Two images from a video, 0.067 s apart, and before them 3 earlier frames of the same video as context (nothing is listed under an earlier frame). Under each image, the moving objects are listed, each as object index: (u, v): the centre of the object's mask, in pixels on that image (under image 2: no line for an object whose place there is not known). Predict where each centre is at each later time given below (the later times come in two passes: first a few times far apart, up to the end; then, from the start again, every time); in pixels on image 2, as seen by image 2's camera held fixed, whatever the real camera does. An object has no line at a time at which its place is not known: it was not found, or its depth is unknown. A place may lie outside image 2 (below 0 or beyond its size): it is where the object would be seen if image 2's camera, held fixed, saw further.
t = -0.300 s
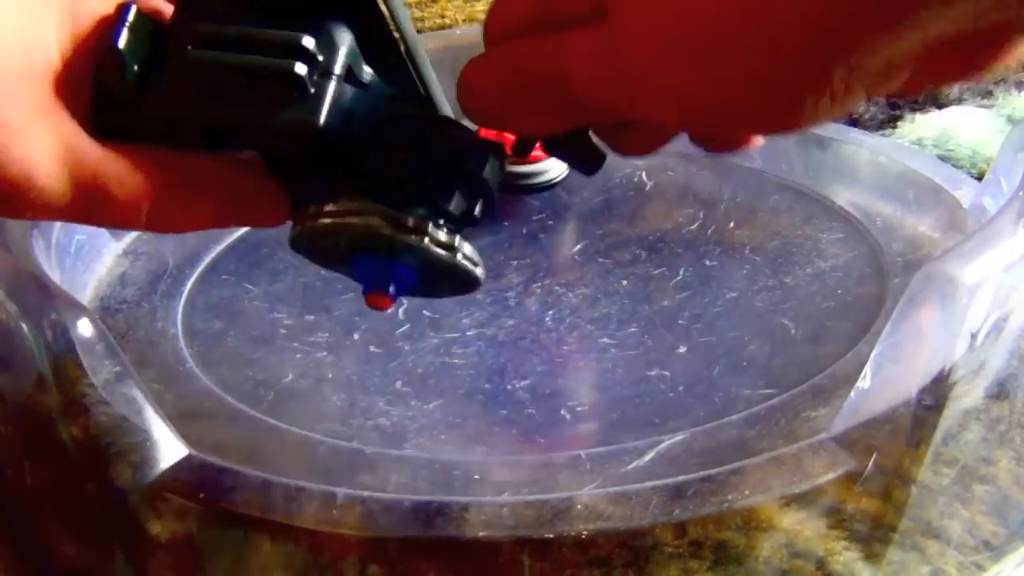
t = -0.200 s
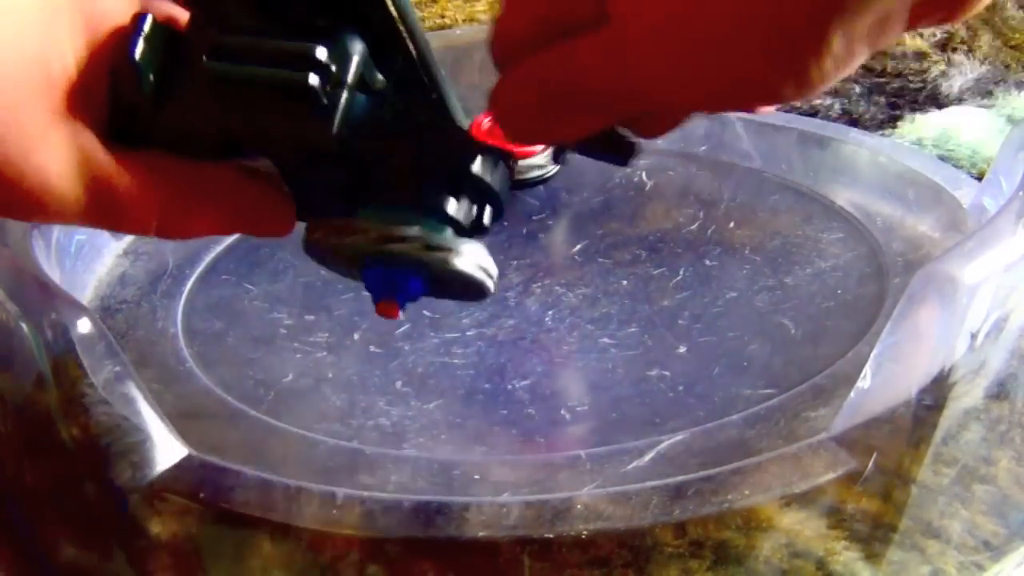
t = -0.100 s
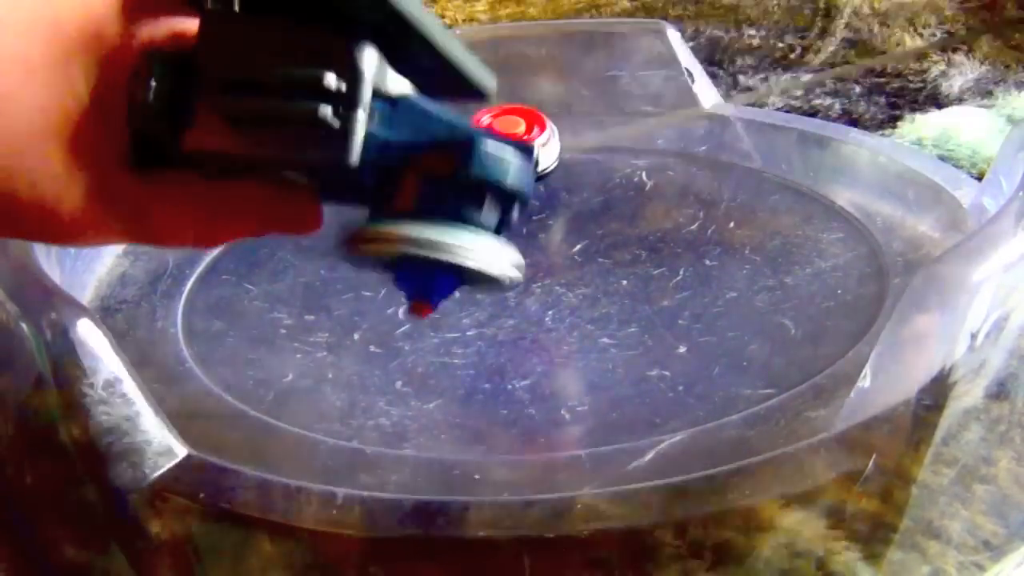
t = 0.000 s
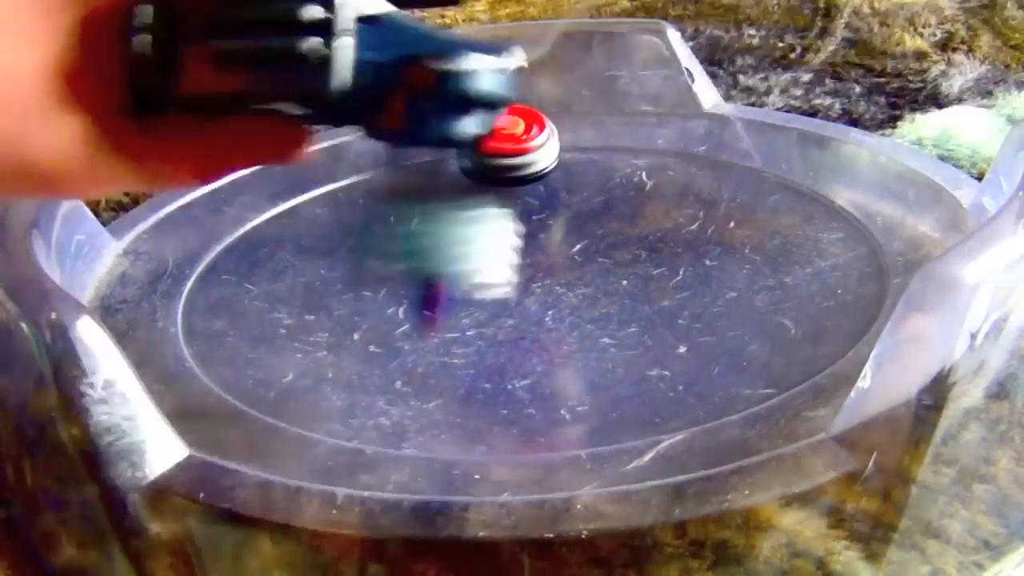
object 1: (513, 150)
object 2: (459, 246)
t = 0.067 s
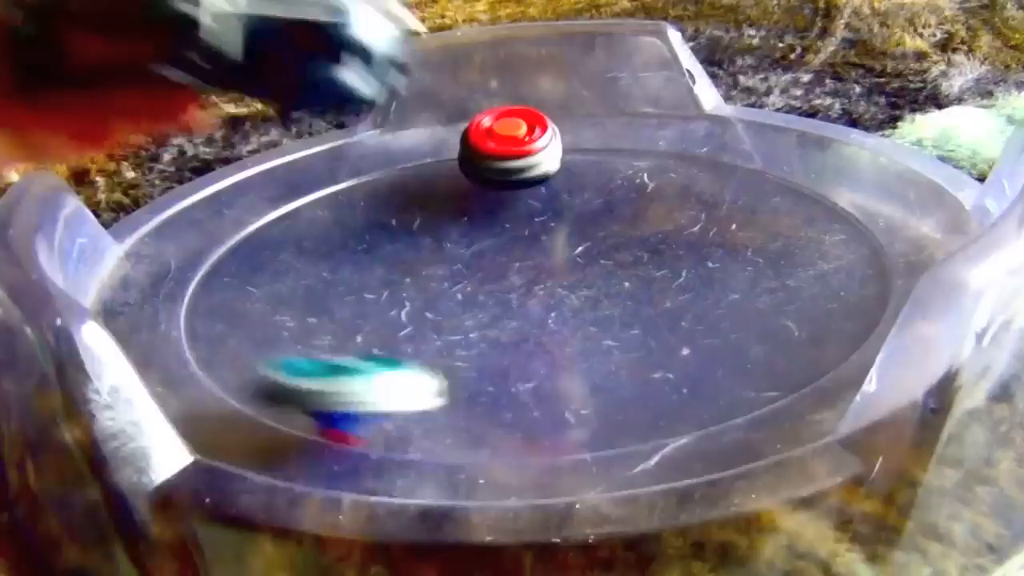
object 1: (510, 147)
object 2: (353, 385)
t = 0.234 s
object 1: (518, 183)
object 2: (165, 312)
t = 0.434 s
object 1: (566, 198)
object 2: (174, 231)
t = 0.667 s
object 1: (601, 202)
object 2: (147, 202)
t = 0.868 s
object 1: (614, 202)
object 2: (149, 203)
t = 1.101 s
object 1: (630, 208)
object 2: (151, 203)
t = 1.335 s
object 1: (671, 225)
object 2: (168, 191)
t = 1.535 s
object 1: (710, 223)
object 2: (190, 178)
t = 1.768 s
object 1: (696, 216)
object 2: (218, 164)
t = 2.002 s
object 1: (648, 250)
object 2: (256, 148)
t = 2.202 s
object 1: (645, 278)
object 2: (298, 133)
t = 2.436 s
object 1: (653, 290)
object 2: (349, 118)
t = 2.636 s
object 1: (652, 295)
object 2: (352, 116)
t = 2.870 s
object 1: (622, 299)
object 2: (356, 128)
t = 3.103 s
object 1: (560, 311)
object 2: (434, 235)
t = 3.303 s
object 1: (523, 325)
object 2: (659, 177)
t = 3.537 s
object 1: (513, 329)
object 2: (560, 109)
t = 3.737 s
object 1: (506, 324)
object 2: (466, 182)
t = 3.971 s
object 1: (457, 330)
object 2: (687, 234)
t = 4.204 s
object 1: (462, 311)
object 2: (667, 110)
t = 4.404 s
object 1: (428, 290)
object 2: (508, 179)
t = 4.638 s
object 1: (227, 335)
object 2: (665, 208)
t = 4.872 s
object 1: (522, 345)
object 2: (602, 174)
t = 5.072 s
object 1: (613, 351)
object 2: (530, 173)
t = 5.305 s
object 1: (718, 324)
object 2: (414, 235)
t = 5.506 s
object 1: (647, 177)
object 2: (710, 313)
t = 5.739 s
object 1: (333, 126)
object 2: (838, 141)
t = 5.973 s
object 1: (202, 181)
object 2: (622, 139)
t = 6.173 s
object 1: (252, 255)
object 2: (414, 270)
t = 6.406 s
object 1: (460, 304)
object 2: (780, 329)
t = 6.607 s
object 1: (604, 235)
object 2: (829, 193)
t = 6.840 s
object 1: (438, 159)
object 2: (593, 171)
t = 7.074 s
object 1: (345, 198)
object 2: (409, 325)
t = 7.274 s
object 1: (393, 266)
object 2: (764, 334)
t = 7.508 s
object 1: (574, 269)
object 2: (785, 198)
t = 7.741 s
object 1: (592, 244)
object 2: (454, 160)
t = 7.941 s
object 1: (592, 215)
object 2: (225, 272)
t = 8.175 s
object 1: (543, 203)
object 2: (499, 394)
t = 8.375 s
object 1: (498, 239)
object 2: (792, 263)
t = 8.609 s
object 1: (574, 277)
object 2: (539, 156)
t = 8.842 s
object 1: (667, 241)
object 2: (245, 223)
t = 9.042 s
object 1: (635, 207)
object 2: (313, 352)
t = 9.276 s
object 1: (516, 226)
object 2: (717, 281)
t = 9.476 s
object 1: (480, 288)
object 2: (590, 160)
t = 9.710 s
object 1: (608, 310)
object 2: (320, 178)
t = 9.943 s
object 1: (670, 258)
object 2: (334, 323)
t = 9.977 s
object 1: (664, 250)
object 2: (389, 338)
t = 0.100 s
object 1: (511, 158)
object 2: (284, 366)
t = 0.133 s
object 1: (510, 164)
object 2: (223, 366)
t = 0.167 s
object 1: (509, 171)
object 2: (200, 348)
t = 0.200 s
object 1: (512, 178)
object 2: (179, 330)
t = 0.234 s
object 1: (518, 183)
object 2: (165, 312)
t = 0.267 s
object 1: (525, 188)
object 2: (155, 294)
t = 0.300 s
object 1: (534, 192)
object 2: (157, 277)
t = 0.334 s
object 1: (543, 194)
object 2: (159, 261)
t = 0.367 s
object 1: (551, 196)
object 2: (165, 249)
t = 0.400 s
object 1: (559, 197)
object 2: (171, 239)
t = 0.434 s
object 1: (566, 198)
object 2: (174, 231)
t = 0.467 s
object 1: (573, 199)
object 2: (173, 225)
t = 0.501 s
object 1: (579, 200)
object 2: (170, 219)
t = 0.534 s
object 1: (584, 200)
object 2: (165, 213)
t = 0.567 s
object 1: (589, 201)
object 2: (157, 207)
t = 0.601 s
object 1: (593, 201)
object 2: (146, 200)
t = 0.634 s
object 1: (597, 201)
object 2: (147, 200)
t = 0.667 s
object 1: (601, 202)
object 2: (147, 202)
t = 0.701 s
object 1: (604, 202)
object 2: (148, 202)
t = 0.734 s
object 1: (606, 202)
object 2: (148, 203)
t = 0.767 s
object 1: (608, 201)
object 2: (148, 203)
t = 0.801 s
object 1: (610, 202)
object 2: (148, 203)
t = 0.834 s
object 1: (612, 202)
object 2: (148, 203)
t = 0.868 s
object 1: (614, 202)
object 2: (149, 203)
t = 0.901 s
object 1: (616, 203)
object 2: (149, 203)
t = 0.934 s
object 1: (618, 204)
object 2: (149, 203)
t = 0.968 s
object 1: (620, 204)
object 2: (150, 203)
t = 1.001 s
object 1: (622, 204)
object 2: (150, 203)
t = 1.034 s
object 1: (624, 205)
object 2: (150, 203)
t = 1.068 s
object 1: (626, 206)
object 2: (151, 203)
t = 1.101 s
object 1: (630, 208)
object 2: (151, 203)
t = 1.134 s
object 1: (635, 210)
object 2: (152, 202)
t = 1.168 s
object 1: (640, 213)
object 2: (154, 201)
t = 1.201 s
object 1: (646, 216)
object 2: (156, 200)
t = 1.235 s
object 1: (651, 219)
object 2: (157, 198)
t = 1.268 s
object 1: (658, 222)
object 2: (161, 196)
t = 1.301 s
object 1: (664, 224)
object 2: (165, 194)
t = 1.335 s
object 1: (671, 225)
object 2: (168, 191)
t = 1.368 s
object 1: (678, 226)
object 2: (171, 189)
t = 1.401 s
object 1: (685, 226)
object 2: (175, 186)
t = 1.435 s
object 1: (692, 226)
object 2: (180, 183)
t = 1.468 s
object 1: (698, 225)
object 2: (183, 182)
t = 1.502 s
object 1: (704, 224)
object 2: (187, 180)
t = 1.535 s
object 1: (710, 223)
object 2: (190, 178)
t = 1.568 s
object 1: (713, 221)
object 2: (193, 176)
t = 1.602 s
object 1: (716, 219)
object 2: (197, 174)
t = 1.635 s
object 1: (717, 217)
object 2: (201, 172)
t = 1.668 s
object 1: (716, 215)
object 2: (205, 170)
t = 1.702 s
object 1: (712, 213)
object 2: (209, 168)
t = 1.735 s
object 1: (705, 214)
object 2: (214, 166)
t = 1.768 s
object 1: (696, 216)
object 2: (218, 164)
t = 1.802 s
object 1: (686, 220)
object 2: (223, 162)
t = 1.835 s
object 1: (676, 225)
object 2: (228, 159)
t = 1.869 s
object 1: (668, 230)
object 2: (233, 157)
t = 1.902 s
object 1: (662, 235)
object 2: (237, 155)
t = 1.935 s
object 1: (656, 240)
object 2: (243, 152)
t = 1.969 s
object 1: (652, 245)
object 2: (248, 150)
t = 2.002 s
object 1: (648, 250)
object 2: (256, 148)
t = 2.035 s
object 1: (645, 255)
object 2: (263, 145)
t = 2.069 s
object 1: (643, 261)
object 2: (272, 141)
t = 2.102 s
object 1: (642, 266)
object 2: (280, 138)
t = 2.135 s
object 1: (641, 270)
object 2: (286, 136)
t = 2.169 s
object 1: (642, 275)
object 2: (292, 134)
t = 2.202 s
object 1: (645, 278)
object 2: (298, 133)
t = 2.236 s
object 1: (647, 281)
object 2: (304, 131)
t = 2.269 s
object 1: (649, 284)
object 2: (309, 129)
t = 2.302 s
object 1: (650, 286)
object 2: (317, 127)
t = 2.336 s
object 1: (651, 288)
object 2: (324, 125)
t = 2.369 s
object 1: (652, 289)
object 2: (331, 123)
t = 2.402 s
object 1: (653, 290)
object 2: (340, 120)
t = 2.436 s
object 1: (653, 290)
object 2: (349, 118)
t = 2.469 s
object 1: (654, 291)
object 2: (353, 118)
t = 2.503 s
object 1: (655, 292)
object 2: (354, 119)
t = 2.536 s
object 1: (655, 293)
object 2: (357, 117)
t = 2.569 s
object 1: (655, 294)
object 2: (354, 118)
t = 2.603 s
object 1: (654, 294)
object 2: (353, 116)
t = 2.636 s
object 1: (652, 295)
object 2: (352, 116)
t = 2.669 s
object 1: (650, 295)
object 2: (352, 116)
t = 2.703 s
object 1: (647, 296)
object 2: (353, 116)
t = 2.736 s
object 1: (643, 296)
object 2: (355, 115)
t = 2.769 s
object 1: (639, 297)
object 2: (357, 116)
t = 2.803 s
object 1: (634, 298)
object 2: (357, 119)
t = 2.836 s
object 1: (628, 298)
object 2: (357, 122)
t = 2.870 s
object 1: (622, 299)
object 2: (356, 128)
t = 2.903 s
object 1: (615, 300)
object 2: (358, 135)
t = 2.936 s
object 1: (606, 301)
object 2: (359, 147)
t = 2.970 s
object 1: (597, 303)
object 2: (363, 165)
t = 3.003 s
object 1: (587, 304)
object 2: (371, 181)
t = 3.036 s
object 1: (578, 306)
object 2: (385, 198)
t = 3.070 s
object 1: (569, 309)
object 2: (404, 219)
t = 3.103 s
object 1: (560, 311)
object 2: (434, 235)
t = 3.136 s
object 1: (552, 314)
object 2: (475, 245)
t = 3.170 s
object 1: (544, 317)
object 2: (520, 243)
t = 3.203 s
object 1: (538, 319)
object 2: (570, 238)
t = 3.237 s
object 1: (531, 321)
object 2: (611, 224)
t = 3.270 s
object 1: (526, 323)
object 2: (642, 202)
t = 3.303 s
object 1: (523, 325)
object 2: (659, 177)
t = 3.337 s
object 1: (520, 326)
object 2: (666, 147)
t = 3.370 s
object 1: (517, 328)
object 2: (659, 121)
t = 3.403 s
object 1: (516, 329)
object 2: (635, 102)
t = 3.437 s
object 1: (516, 329)
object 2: (605, 108)
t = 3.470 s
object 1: (515, 329)
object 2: (585, 108)
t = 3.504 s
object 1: (514, 329)
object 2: (571, 108)
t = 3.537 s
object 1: (513, 329)
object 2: (560, 109)
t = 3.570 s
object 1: (512, 328)
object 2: (548, 112)
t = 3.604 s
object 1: (512, 328)
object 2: (533, 117)
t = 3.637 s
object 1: (511, 327)
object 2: (515, 126)
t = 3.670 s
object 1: (510, 326)
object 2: (496, 141)
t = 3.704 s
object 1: (508, 325)
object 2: (481, 159)
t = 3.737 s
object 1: (506, 324)
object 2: (466, 182)
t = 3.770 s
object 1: (502, 322)
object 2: (459, 207)
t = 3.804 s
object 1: (498, 320)
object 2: (464, 236)
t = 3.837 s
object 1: (492, 318)
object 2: (489, 248)
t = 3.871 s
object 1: (482, 319)
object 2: (542, 261)
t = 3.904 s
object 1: (468, 327)
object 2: (585, 266)
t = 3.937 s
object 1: (460, 330)
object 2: (639, 254)
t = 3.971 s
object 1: (457, 330)
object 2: (687, 234)
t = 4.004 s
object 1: (457, 330)
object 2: (723, 209)
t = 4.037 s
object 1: (459, 328)
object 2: (742, 183)
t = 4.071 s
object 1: (461, 326)
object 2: (750, 156)
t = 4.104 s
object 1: (461, 322)
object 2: (741, 135)
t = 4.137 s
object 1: (463, 319)
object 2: (714, 123)
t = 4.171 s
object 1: (463, 315)
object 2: (691, 115)
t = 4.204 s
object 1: (462, 311)
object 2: (667, 110)
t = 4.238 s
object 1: (459, 307)
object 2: (645, 111)
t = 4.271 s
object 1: (454, 303)
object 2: (620, 116)
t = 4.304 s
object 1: (448, 300)
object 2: (592, 126)
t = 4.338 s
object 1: (441, 297)
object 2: (564, 139)
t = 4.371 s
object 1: (435, 293)
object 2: (537, 156)
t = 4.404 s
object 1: (428, 290)
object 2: (508, 179)
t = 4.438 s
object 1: (421, 287)
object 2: (485, 205)
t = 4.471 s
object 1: (412, 283)
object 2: (482, 228)
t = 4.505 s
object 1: (352, 298)
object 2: (521, 227)
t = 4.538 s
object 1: (266, 318)
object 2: (572, 223)
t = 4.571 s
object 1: (198, 327)
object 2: (615, 218)
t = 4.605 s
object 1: (197, 321)
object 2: (644, 214)
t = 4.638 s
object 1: (227, 335)
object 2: (665, 208)
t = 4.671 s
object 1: (266, 364)
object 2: (678, 197)
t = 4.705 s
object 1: (318, 370)
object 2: (685, 189)
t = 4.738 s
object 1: (368, 371)
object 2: (681, 180)
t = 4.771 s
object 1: (411, 368)
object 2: (672, 170)
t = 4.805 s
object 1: (452, 363)
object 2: (653, 165)
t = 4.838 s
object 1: (490, 356)
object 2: (629, 166)
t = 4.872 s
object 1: (522, 345)
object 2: (602, 174)
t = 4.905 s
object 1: (548, 331)
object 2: (576, 186)
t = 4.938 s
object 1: (565, 316)
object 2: (557, 203)
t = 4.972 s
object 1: (574, 298)
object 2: (547, 220)
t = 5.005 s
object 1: (581, 294)
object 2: (543, 227)
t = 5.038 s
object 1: (597, 324)
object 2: (537, 197)
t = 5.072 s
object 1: (613, 351)
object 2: (530, 173)
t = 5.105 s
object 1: (629, 369)
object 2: (520, 155)
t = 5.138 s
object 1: (645, 381)
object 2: (508, 148)
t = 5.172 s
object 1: (662, 382)
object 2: (493, 149)
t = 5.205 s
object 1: (676, 378)
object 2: (471, 161)
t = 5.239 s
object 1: (690, 364)
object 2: (449, 178)
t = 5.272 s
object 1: (704, 346)
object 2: (426, 204)
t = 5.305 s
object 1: (718, 324)
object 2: (414, 235)
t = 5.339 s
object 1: (726, 300)
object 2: (419, 267)
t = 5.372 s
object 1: (730, 275)
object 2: (449, 292)
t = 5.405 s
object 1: (722, 247)
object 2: (496, 315)
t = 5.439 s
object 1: (706, 221)
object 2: (560, 327)
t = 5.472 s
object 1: (680, 198)
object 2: (633, 327)
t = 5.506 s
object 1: (647, 177)
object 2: (710, 313)
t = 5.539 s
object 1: (607, 158)
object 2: (782, 288)
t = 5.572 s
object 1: (561, 143)
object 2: (836, 259)
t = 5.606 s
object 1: (515, 131)
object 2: (875, 229)
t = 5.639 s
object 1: (471, 122)
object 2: (878, 198)
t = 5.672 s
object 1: (419, 123)
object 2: (863, 175)
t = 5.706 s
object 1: (373, 125)
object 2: (852, 155)
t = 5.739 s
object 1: (333, 126)
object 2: (838, 141)
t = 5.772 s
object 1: (301, 128)
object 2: (818, 131)
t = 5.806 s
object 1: (274, 131)
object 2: (796, 124)
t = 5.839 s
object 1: (251, 140)
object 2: (768, 121)
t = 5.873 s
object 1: (232, 151)
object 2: (736, 121)
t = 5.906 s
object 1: (218, 162)
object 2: (703, 124)
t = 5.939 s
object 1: (208, 171)
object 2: (663, 131)
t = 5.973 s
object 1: (202, 181)
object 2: (622, 139)
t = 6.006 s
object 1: (200, 191)
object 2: (580, 151)
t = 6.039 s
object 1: (203, 201)
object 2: (534, 169)
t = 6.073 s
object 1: (209, 212)
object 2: (492, 189)
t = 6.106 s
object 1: (219, 229)
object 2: (456, 213)
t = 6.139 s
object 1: (234, 242)
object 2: (428, 242)
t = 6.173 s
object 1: (252, 255)
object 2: (414, 270)
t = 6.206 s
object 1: (274, 268)
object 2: (418, 298)
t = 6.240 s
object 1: (297, 280)
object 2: (440, 326)
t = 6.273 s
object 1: (326, 290)
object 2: (483, 348)
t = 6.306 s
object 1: (356, 297)
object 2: (548, 360)
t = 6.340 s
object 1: (389, 303)
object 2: (626, 360)
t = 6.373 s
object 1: (425, 305)
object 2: (707, 348)
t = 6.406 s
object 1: (460, 304)
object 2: (780, 329)
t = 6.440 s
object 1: (495, 300)
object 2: (826, 306)
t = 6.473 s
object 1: (527, 292)
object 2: (858, 277)
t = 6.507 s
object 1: (554, 281)
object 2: (878, 250)
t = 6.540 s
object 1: (578, 267)
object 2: (878, 225)
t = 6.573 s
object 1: (594, 252)
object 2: (859, 206)
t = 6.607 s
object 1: (604, 235)
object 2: (829, 193)
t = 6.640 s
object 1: (608, 220)
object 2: (797, 183)
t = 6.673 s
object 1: (607, 205)
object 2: (755, 177)
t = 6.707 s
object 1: (589, 190)
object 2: (721, 172)
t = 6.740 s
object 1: (540, 180)
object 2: (709, 164)
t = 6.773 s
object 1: (500, 170)
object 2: (682, 161)
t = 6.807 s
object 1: (466, 163)
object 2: (640, 162)
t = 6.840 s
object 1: (438, 159)
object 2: (593, 171)
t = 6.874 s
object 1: (414, 159)
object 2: (544, 183)
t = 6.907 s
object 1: (396, 162)
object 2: (497, 200)
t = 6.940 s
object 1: (380, 166)
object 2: (459, 221)
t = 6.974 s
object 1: (368, 172)
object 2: (427, 245)
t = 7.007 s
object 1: (358, 179)
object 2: (406, 271)
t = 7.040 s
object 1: (351, 187)
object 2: (400, 298)
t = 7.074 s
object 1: (345, 198)
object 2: (409, 325)
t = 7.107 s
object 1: (343, 209)
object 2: (439, 347)
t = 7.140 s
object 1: (344, 222)
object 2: (491, 361)
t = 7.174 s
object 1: (351, 234)
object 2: (555, 369)
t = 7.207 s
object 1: (360, 245)
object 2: (631, 365)
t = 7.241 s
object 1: (375, 256)
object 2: (703, 352)
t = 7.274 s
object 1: (393, 266)
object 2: (764, 334)
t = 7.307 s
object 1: (415, 273)
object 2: (809, 313)
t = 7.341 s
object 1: (440, 279)
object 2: (836, 290)
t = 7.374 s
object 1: (467, 283)
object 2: (852, 267)
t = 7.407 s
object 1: (494, 285)
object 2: (856, 247)
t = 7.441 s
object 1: (523, 282)
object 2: (844, 227)
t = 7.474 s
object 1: (550, 277)
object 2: (821, 211)
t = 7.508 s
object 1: (574, 269)
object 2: (785, 198)
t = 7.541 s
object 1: (595, 259)
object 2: (745, 189)
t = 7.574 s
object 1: (614, 245)
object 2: (695, 183)
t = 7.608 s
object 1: (617, 242)
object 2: (650, 171)
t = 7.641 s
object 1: (606, 247)
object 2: (610, 157)
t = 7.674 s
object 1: (599, 248)
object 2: (558, 151)
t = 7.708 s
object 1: (594, 246)
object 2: (508, 152)
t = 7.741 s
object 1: (592, 244)
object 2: (454, 160)
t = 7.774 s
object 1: (591, 239)
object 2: (403, 170)
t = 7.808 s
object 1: (592, 234)
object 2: (355, 183)
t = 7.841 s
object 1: (593, 229)
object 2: (311, 201)
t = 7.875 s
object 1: (593, 224)
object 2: (275, 222)
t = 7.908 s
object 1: (593, 220)
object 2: (244, 247)
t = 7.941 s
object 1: (592, 215)
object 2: (225, 272)
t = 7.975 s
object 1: (589, 211)
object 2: (220, 298)
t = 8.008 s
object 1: (585, 208)
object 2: (226, 325)
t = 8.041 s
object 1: (579, 205)
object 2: (254, 349)
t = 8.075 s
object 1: (572, 203)
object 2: (296, 368)
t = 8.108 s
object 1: (563, 202)
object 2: (353, 384)
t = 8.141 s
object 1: (553, 201)
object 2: (423, 394)
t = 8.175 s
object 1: (543, 203)
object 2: (499, 394)
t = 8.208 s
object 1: (532, 206)
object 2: (574, 386)
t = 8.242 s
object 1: (522, 210)
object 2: (647, 372)
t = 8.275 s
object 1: (513, 215)
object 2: (707, 349)
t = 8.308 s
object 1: (505, 222)
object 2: (751, 323)
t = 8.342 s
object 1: (500, 230)
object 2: (780, 293)
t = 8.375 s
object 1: (498, 239)
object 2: (792, 263)
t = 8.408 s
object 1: (499, 248)
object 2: (782, 237)
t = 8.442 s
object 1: (503, 255)
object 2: (759, 214)
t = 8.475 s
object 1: (512, 262)
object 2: (724, 195)
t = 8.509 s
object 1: (524, 269)
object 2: (686, 180)
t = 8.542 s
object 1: (539, 274)
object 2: (639, 168)
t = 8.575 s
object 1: (556, 277)
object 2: (587, 160)
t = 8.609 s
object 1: (574, 277)
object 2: (539, 156)
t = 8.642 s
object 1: (592, 275)
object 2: (485, 156)
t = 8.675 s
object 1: (609, 272)
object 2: (434, 160)
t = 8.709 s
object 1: (626, 268)
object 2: (389, 167)
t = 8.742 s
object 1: (639, 262)
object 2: (345, 177)
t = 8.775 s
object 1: (651, 255)
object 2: (306, 190)
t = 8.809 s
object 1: (661, 248)
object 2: (275, 205)
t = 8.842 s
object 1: (667, 241)
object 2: (245, 223)
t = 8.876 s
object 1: (670, 234)
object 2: (224, 245)
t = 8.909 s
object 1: (670, 227)
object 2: (213, 267)
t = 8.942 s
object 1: (666, 220)
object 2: (216, 291)
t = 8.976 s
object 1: (659, 214)
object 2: (230, 314)
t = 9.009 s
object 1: (648, 210)
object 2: (263, 335)
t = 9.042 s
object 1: (635, 207)
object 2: (313, 352)
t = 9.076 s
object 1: (620, 205)
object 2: (375, 365)
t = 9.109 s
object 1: (603, 205)
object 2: (446, 371)
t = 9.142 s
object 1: (586, 206)
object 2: (524, 368)
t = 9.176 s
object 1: (567, 209)
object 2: (597, 354)
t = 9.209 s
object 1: (548, 214)
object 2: (654, 334)
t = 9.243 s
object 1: (531, 219)
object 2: (695, 308)
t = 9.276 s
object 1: (516, 226)
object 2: (717, 281)
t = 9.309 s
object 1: (502, 235)
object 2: (724, 254)
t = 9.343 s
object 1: (489, 246)
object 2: (717, 229)
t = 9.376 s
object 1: (480, 255)
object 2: (698, 207)
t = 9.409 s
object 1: (475, 267)
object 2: (667, 188)
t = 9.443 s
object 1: (475, 278)
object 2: (630, 171)
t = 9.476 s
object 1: (480, 288)
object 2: (590, 160)
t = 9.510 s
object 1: (491, 297)
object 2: (547, 152)
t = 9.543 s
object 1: (506, 304)
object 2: (504, 149)
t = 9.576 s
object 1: (523, 310)
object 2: (462, 149)
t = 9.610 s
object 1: (543, 313)
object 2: (422, 151)
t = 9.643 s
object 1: (565, 314)
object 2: (386, 158)
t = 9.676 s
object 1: (587, 313)
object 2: (352, 167)
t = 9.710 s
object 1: (608, 310)
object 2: (320, 178)
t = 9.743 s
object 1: (627, 304)
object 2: (295, 192)
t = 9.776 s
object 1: (643, 297)
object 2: (275, 209)
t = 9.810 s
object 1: (656, 290)
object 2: (262, 230)
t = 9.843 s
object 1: (666, 281)
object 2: (257, 254)
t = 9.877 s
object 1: (670, 273)
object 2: (266, 279)
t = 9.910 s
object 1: (672, 265)
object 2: (289, 303)
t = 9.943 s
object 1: (670, 258)
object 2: (334, 323)
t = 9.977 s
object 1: (664, 250)
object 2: (389, 338)
